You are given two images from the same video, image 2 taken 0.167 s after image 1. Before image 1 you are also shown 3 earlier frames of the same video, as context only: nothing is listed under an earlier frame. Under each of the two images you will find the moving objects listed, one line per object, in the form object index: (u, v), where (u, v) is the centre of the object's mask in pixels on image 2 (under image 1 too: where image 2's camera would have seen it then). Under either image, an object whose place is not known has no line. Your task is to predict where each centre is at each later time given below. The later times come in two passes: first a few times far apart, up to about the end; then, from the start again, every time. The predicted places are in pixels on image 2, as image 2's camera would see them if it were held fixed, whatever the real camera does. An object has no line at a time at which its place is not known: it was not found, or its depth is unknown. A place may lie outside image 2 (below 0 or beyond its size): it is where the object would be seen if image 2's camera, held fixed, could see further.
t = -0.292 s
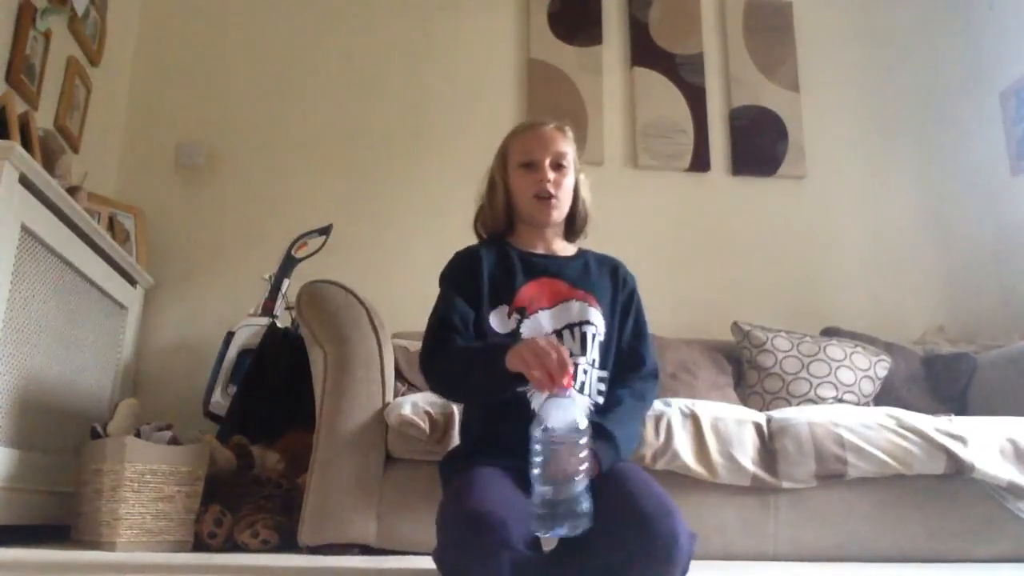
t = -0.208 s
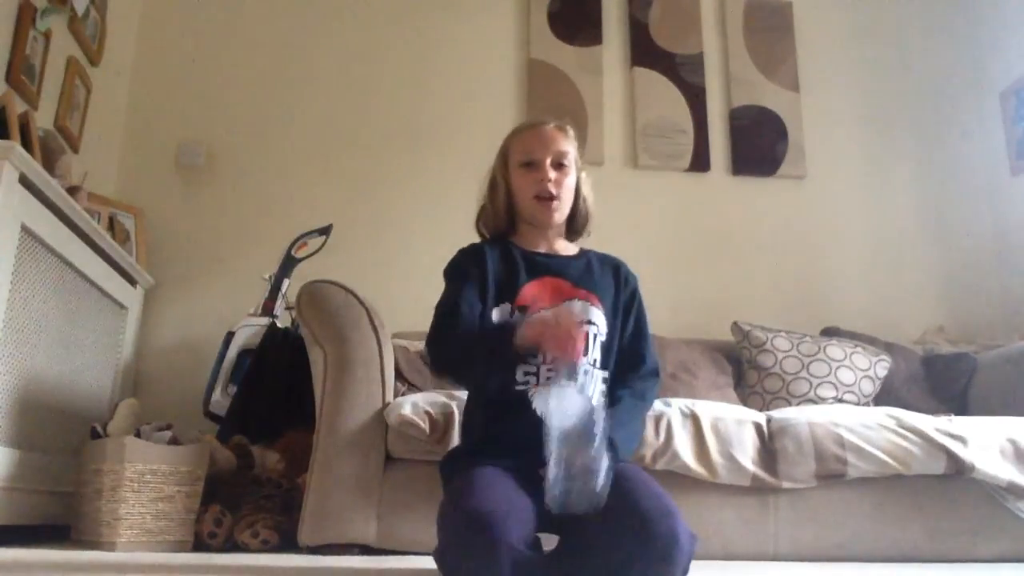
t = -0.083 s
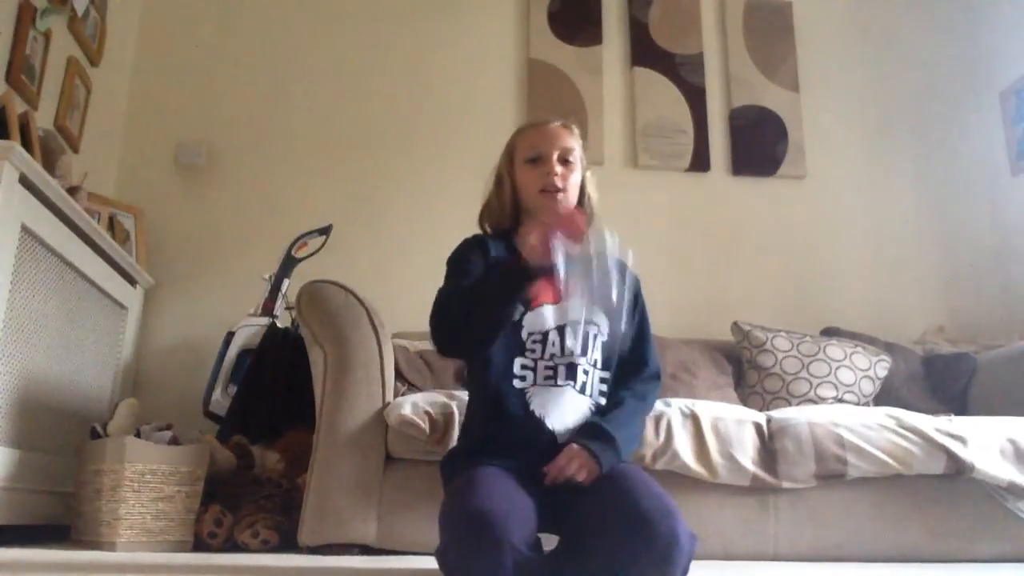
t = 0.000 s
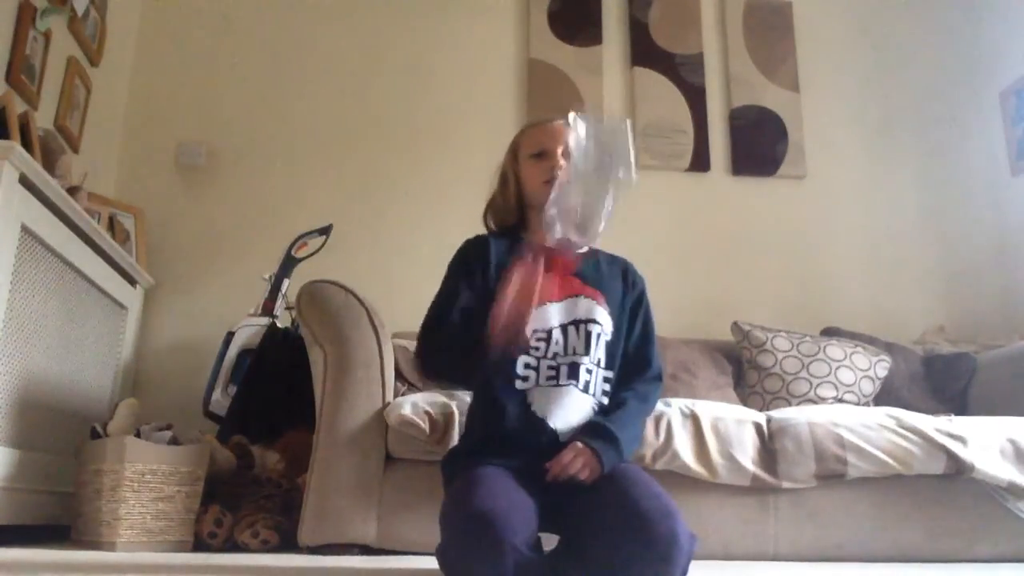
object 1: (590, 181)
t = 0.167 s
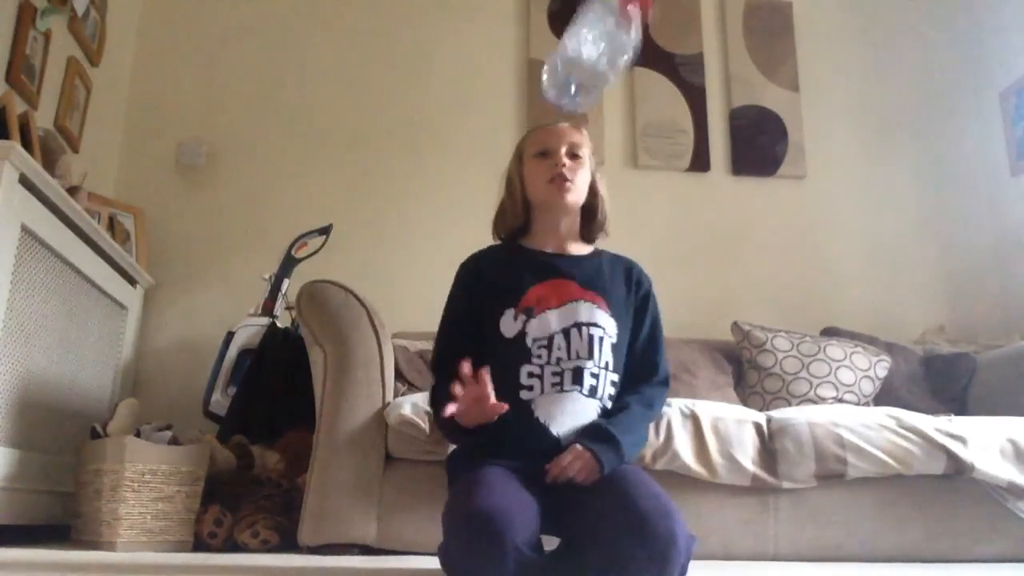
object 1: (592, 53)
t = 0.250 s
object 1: (587, 70)
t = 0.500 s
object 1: (581, 516)
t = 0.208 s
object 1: (588, 58)
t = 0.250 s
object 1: (587, 70)
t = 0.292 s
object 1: (587, 92)
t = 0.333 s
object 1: (586, 131)
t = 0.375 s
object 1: (584, 203)
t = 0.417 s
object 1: (584, 285)
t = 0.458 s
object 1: (589, 461)
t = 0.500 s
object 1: (581, 516)
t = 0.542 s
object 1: (583, 548)
